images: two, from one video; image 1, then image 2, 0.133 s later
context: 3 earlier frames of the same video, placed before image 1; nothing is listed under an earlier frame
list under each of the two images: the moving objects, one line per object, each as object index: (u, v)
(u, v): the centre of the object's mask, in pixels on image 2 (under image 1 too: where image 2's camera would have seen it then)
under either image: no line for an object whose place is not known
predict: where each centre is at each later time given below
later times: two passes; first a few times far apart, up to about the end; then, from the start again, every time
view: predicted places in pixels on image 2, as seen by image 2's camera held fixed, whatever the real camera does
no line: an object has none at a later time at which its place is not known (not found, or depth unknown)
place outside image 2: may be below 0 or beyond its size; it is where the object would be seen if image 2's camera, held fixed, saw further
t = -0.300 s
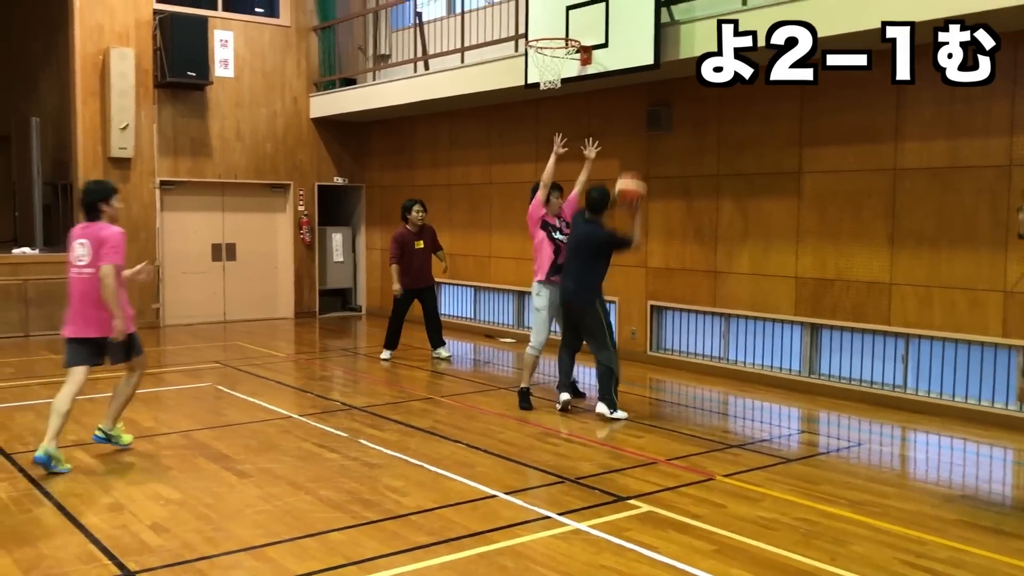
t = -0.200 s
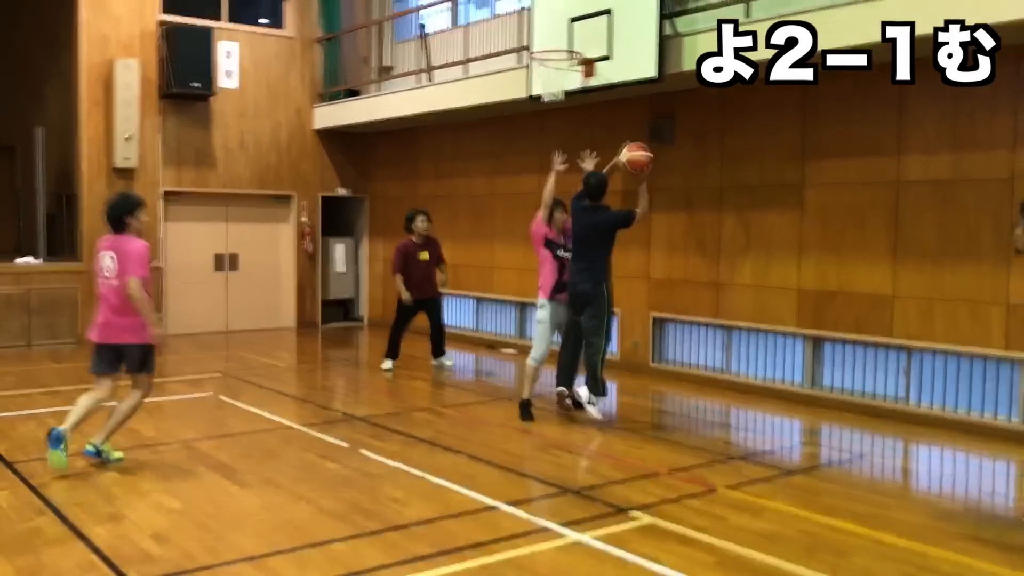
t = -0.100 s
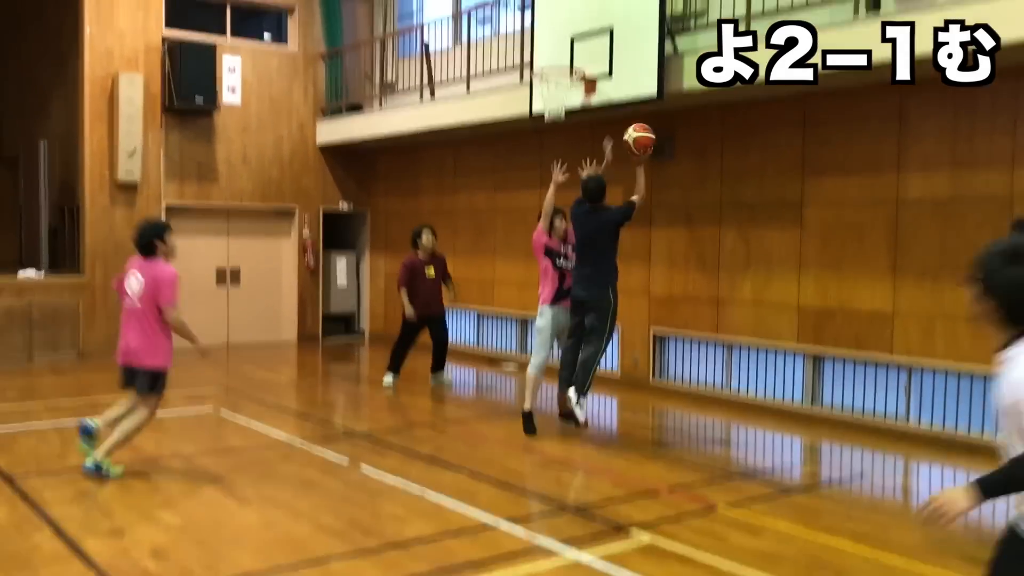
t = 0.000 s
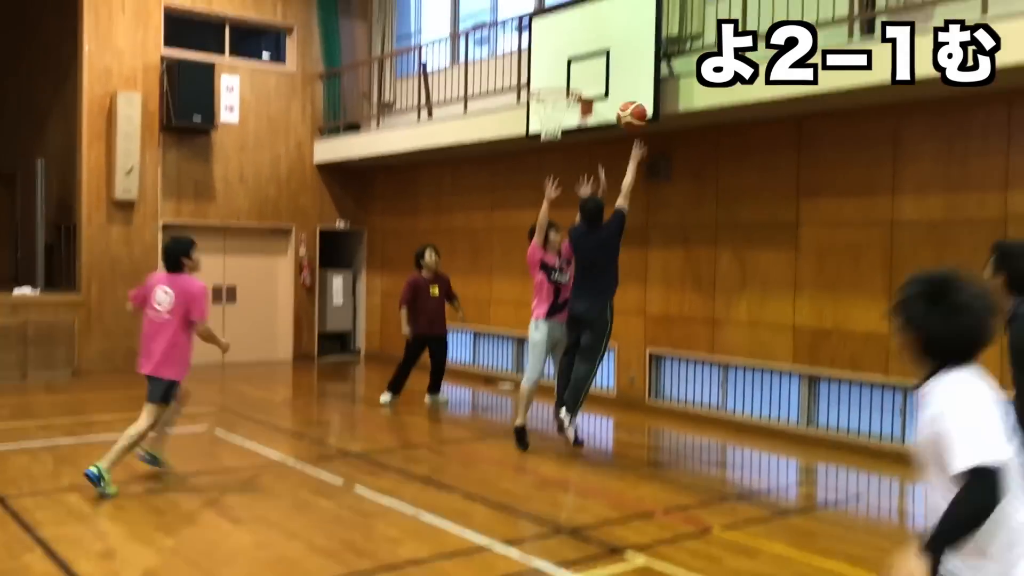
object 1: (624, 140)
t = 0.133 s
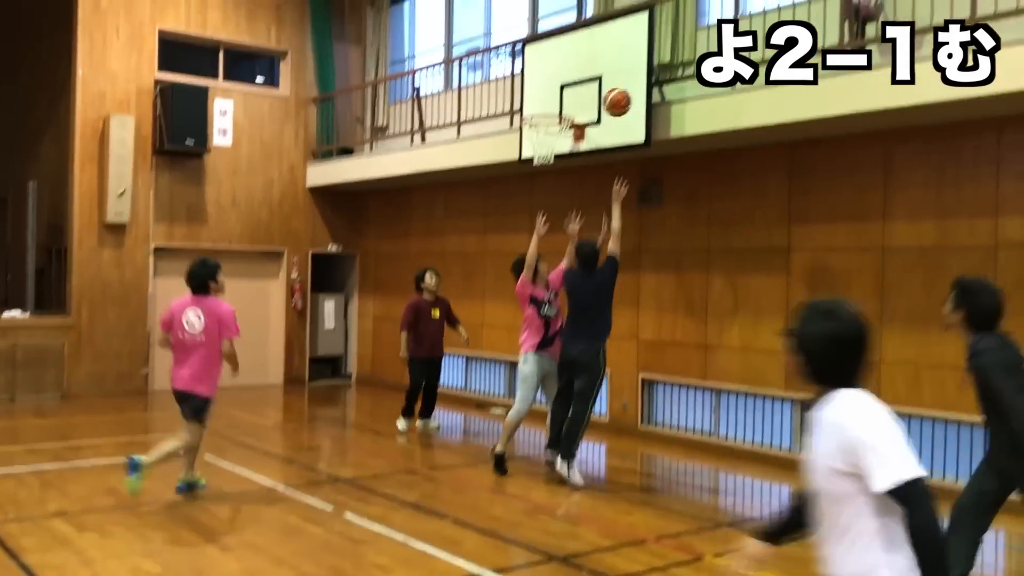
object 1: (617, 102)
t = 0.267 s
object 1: (610, 87)
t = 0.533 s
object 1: (557, 104)
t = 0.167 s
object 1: (615, 96)
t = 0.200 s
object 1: (613, 91)
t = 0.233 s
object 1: (611, 88)
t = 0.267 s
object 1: (610, 87)
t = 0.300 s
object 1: (608, 86)
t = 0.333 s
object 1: (600, 86)
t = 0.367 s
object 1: (593, 87)
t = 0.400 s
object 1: (585, 89)
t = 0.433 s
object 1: (578, 92)
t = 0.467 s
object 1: (570, 97)
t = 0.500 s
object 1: (562, 103)
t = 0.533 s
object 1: (557, 104)
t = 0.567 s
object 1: (554, 102)
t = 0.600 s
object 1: (549, 102)
